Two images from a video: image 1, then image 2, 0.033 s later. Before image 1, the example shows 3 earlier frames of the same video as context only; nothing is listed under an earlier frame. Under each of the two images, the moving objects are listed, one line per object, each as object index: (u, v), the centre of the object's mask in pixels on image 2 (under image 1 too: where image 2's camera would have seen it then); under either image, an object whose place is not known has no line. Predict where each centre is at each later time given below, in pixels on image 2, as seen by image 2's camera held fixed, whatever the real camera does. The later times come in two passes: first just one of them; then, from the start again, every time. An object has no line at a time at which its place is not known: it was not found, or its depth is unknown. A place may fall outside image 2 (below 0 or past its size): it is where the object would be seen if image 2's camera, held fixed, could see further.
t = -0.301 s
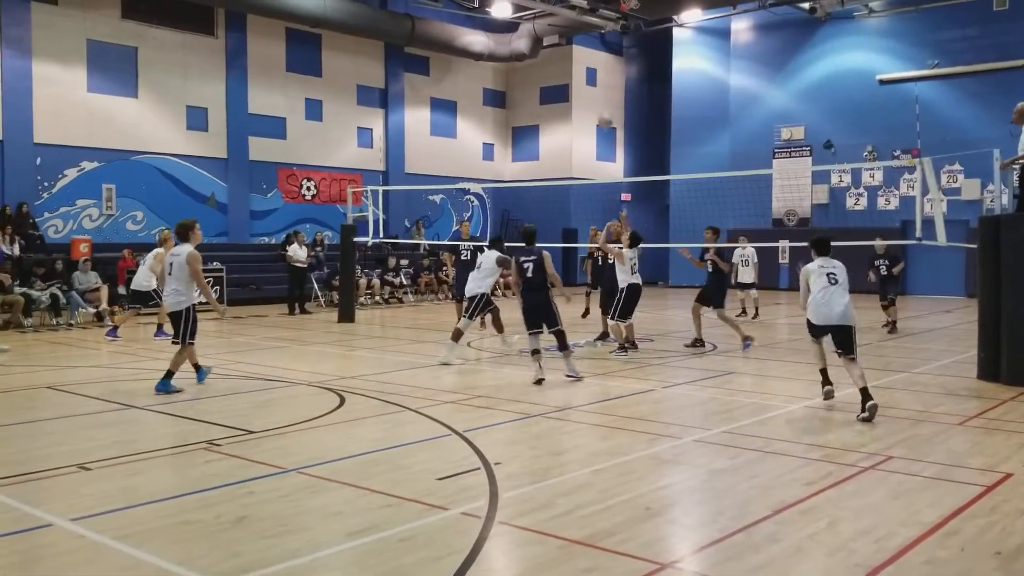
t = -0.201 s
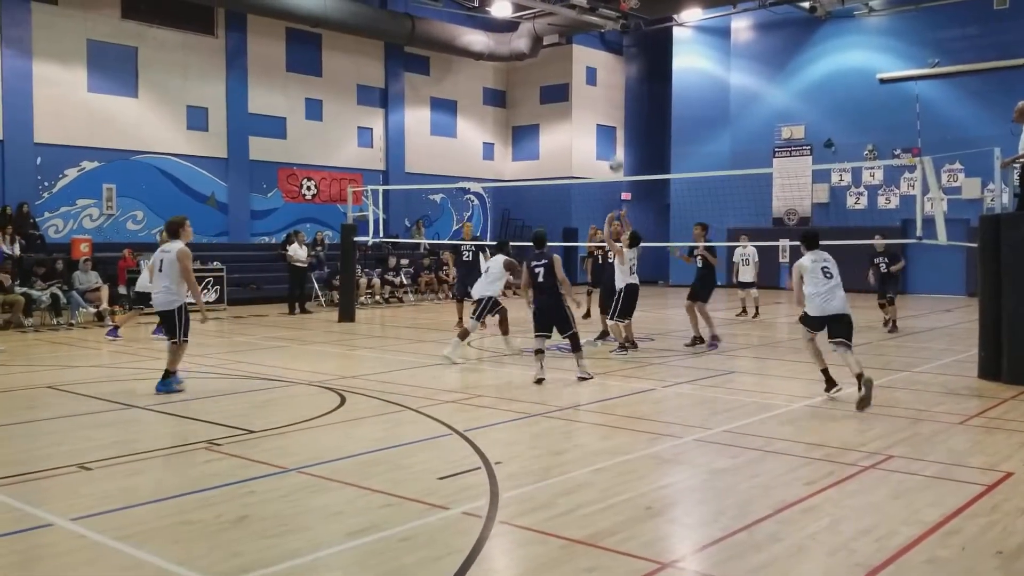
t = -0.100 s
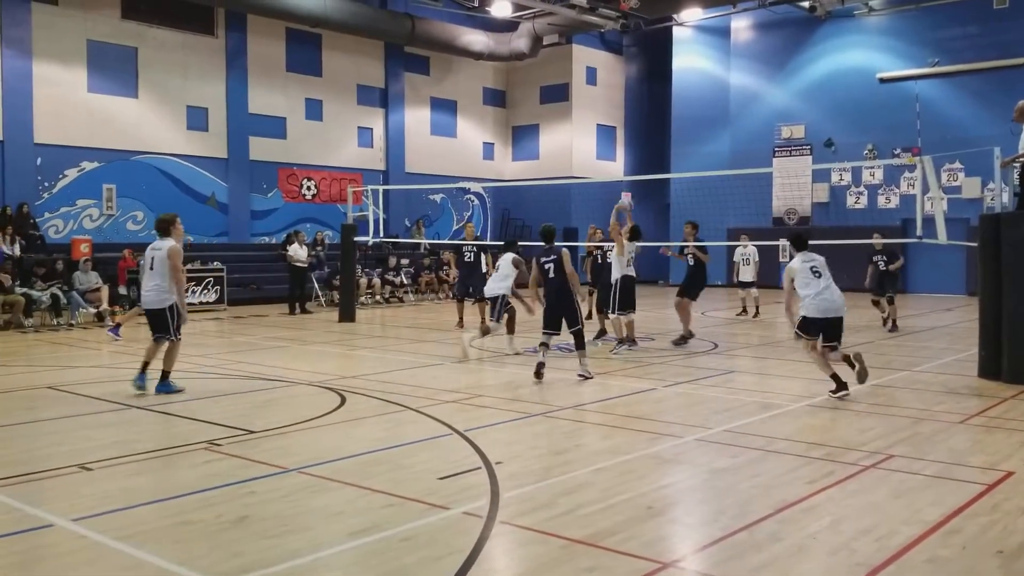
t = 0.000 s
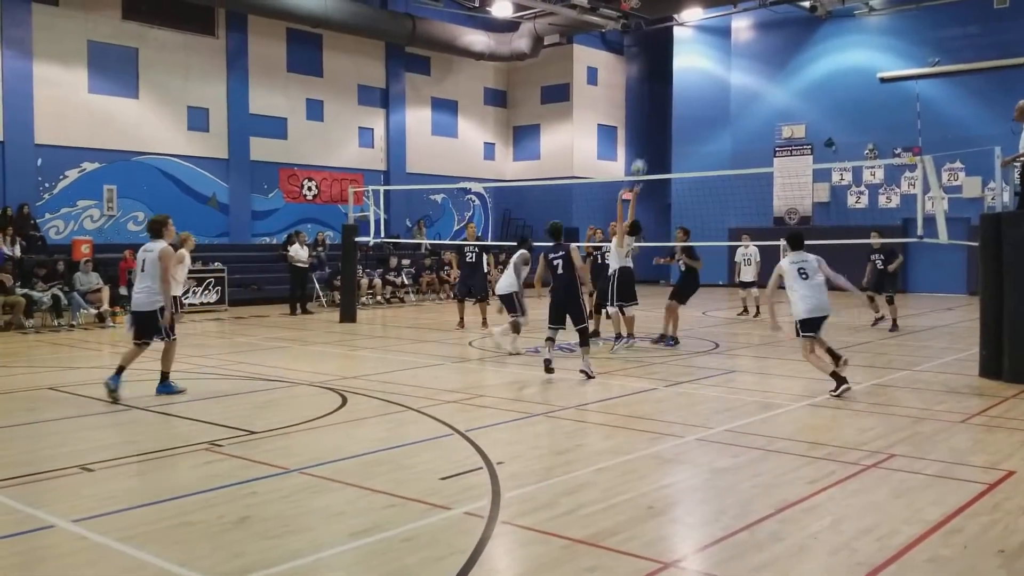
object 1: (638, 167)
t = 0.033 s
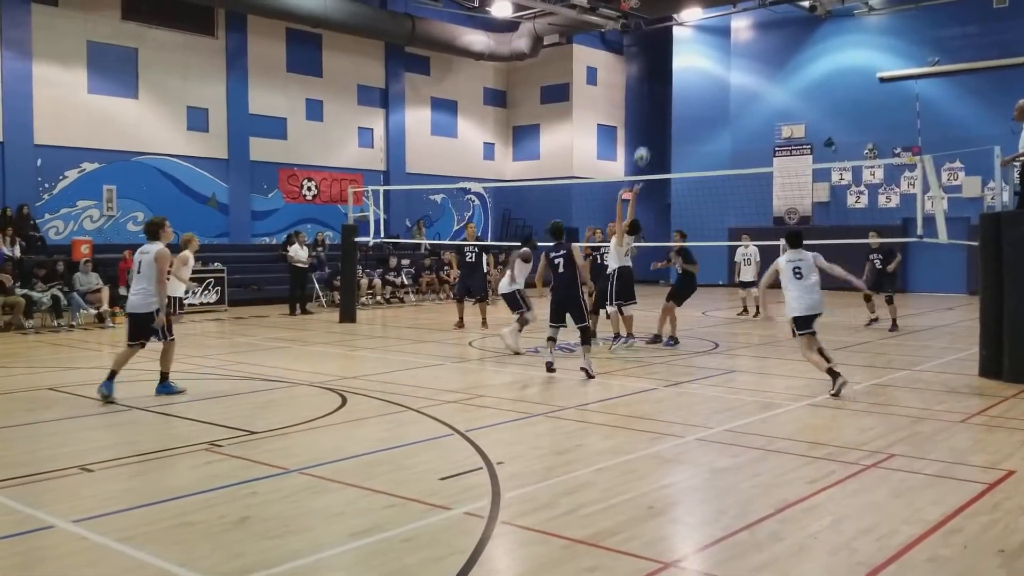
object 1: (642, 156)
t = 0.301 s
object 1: (670, 88)
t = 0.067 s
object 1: (646, 144)
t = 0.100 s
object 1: (649, 134)
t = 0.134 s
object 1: (653, 125)
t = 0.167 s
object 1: (657, 116)
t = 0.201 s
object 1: (660, 107)
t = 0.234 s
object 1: (664, 100)
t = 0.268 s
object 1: (667, 94)
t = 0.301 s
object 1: (670, 88)
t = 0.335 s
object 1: (674, 83)
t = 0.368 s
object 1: (678, 79)
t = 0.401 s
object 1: (681, 76)
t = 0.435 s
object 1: (685, 73)
